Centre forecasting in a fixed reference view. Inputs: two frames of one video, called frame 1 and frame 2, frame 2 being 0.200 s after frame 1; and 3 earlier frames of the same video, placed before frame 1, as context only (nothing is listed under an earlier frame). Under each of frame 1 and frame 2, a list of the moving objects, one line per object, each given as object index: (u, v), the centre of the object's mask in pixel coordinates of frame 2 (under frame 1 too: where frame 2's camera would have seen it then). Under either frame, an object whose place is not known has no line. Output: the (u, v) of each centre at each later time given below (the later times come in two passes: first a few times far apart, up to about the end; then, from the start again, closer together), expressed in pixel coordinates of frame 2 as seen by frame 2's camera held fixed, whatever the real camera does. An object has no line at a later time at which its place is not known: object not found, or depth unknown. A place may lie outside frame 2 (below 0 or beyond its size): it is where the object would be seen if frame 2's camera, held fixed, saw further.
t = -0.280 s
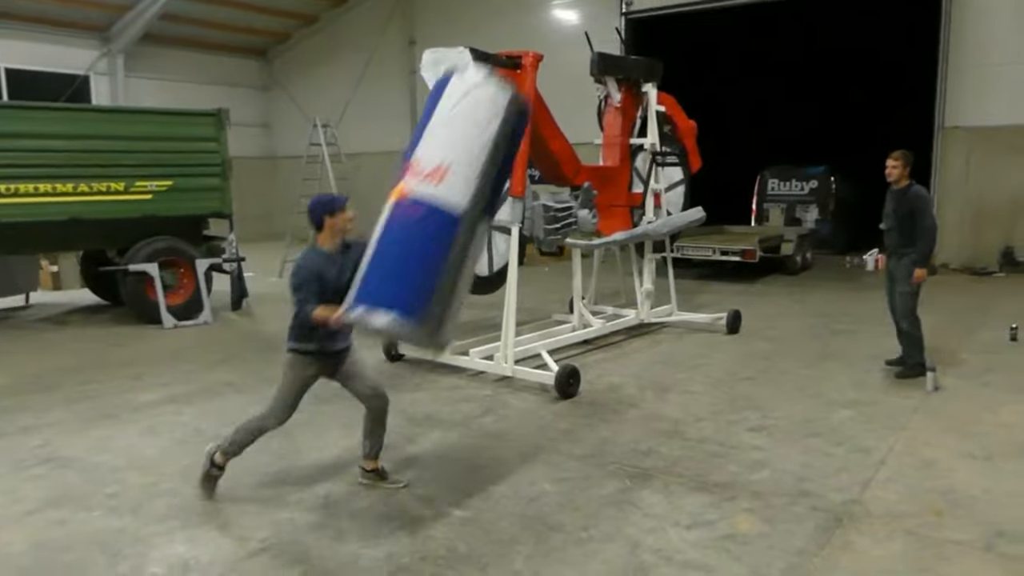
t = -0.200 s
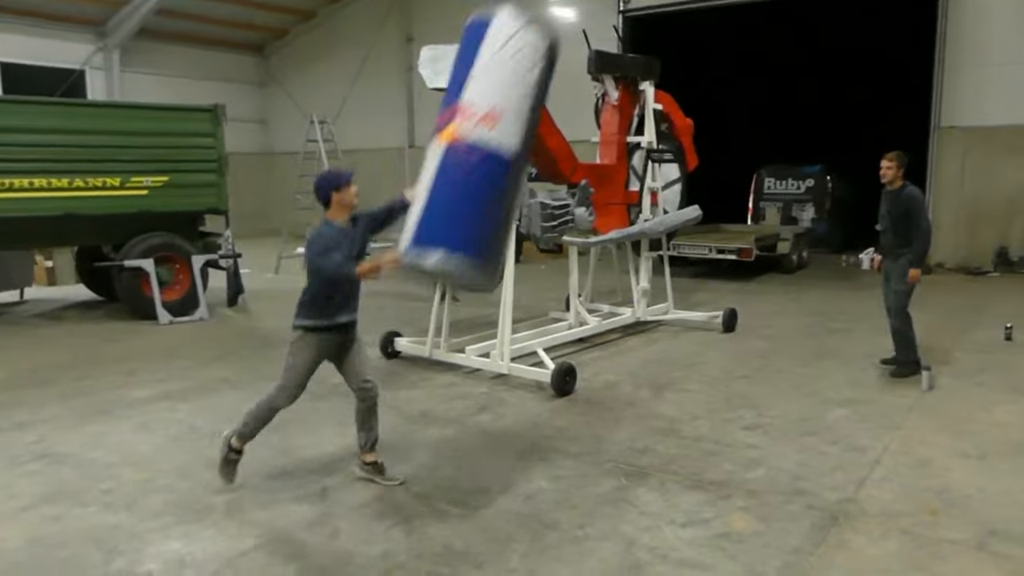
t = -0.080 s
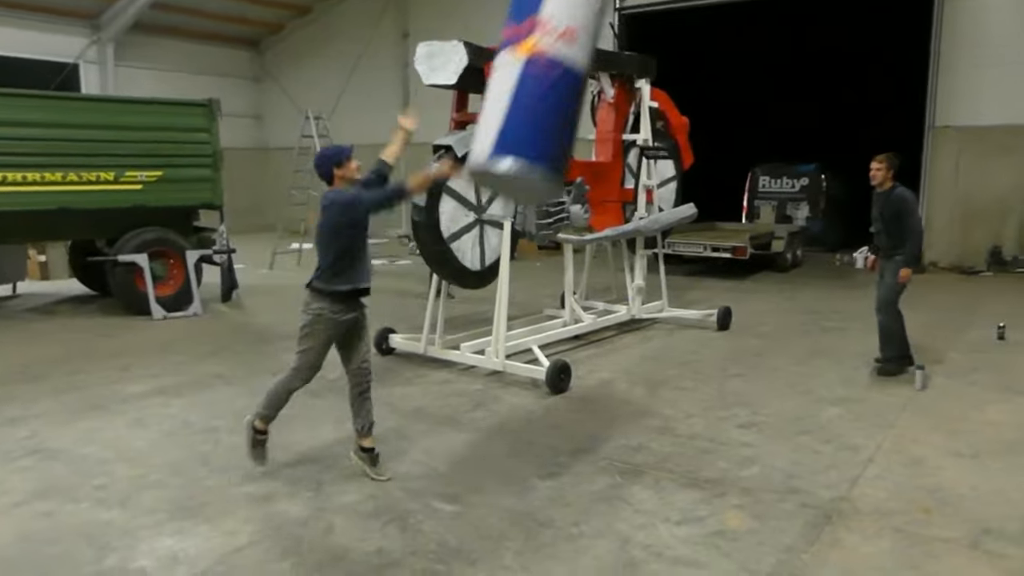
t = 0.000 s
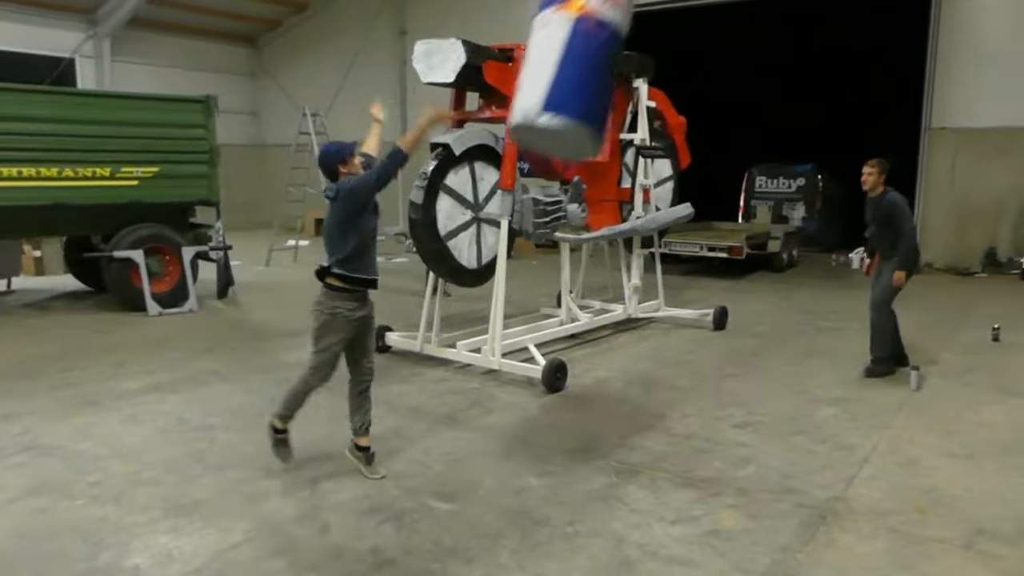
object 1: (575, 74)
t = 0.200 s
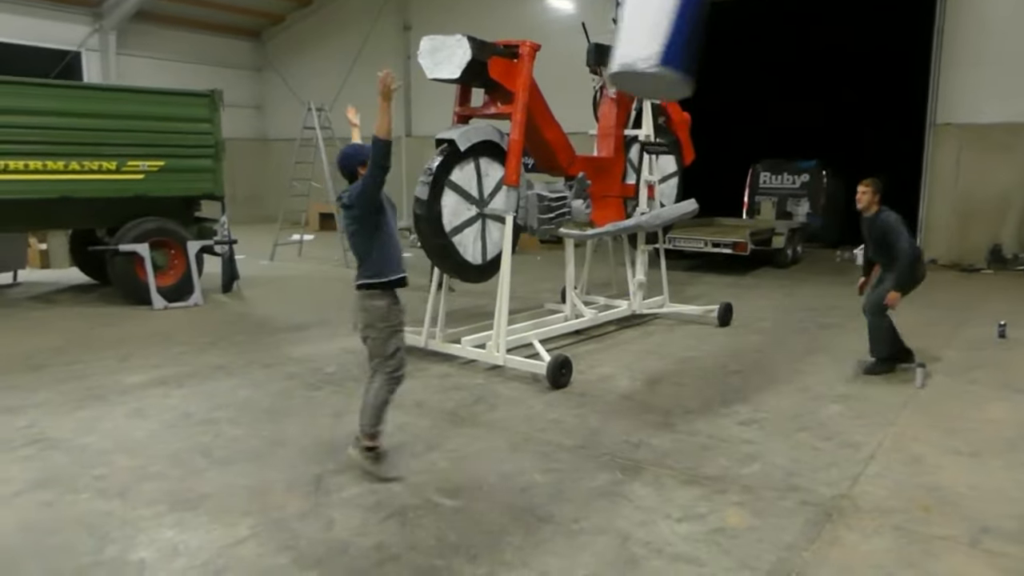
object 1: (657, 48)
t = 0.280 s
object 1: (686, 47)
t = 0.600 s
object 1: (789, 69)
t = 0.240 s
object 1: (672, 46)
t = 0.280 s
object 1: (686, 47)
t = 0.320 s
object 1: (700, 47)
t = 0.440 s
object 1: (739, 51)
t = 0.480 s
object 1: (752, 50)
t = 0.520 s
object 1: (765, 56)
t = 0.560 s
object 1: (778, 61)
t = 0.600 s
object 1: (789, 69)
